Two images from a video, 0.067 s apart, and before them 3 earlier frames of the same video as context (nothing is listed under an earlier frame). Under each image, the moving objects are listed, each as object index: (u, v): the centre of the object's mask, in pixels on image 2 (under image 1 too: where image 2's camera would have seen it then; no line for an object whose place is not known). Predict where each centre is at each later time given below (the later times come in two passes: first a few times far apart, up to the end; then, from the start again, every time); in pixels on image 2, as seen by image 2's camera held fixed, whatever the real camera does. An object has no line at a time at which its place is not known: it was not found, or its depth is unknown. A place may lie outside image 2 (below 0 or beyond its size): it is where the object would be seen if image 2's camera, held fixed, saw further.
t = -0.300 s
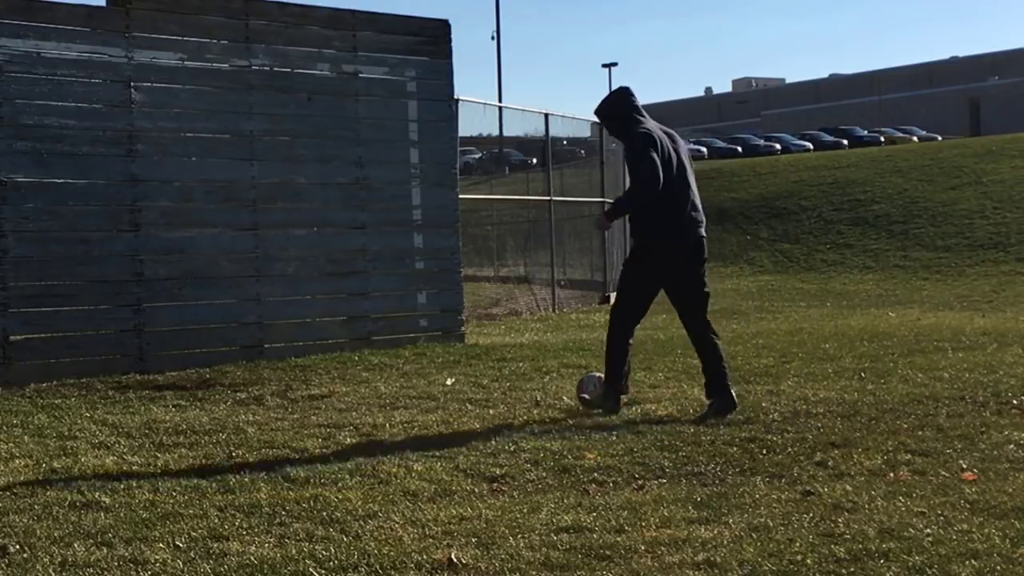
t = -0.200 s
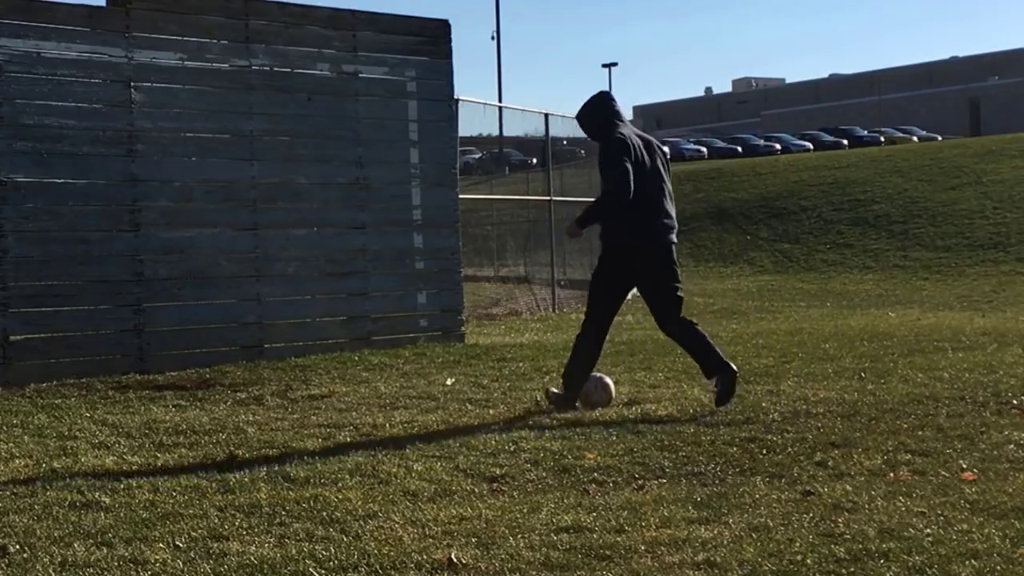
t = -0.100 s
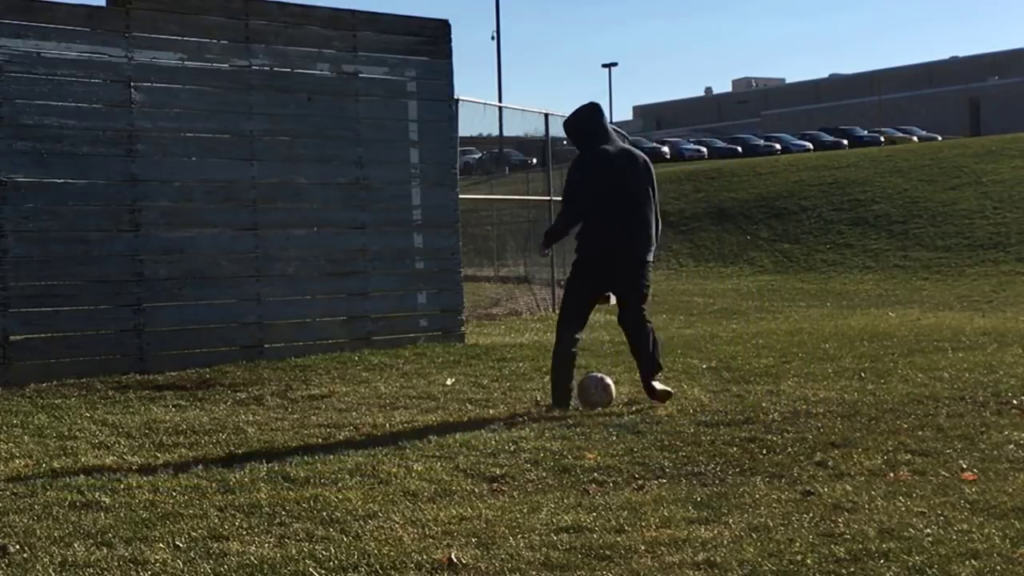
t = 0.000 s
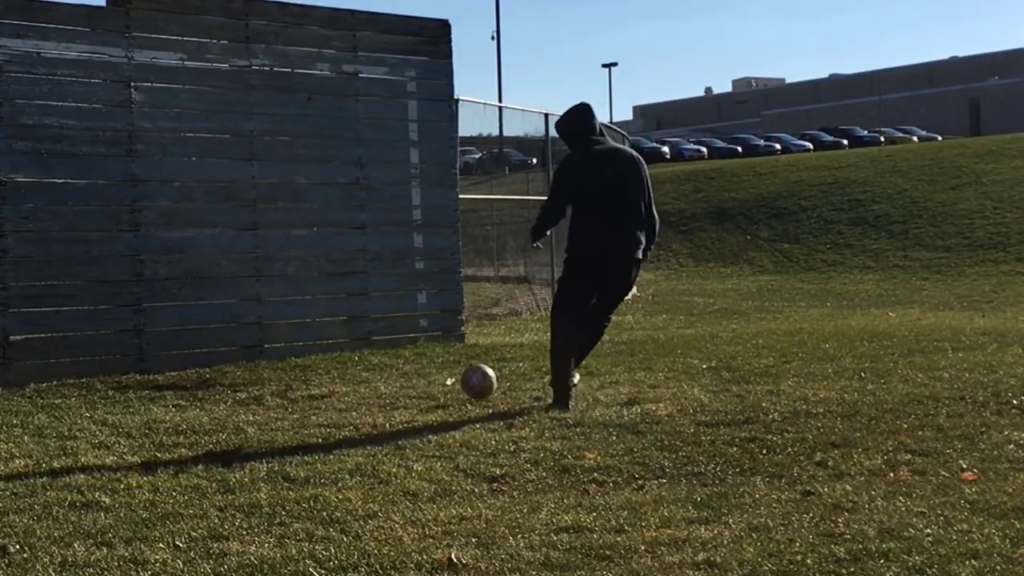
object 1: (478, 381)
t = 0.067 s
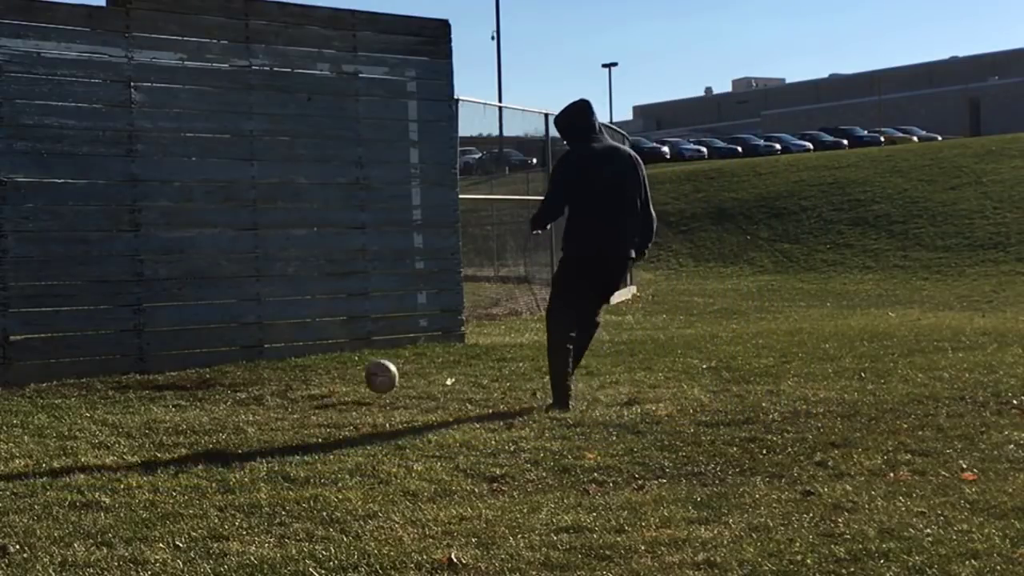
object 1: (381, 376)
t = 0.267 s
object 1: (168, 350)
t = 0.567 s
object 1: (293, 320)
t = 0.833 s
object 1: (505, 388)
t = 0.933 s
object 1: (553, 354)
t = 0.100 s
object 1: (337, 377)
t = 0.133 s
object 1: (295, 379)
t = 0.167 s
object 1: (258, 375)
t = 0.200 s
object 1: (226, 365)
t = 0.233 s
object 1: (197, 358)
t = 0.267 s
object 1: (168, 350)
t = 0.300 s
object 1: (139, 348)
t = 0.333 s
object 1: (141, 342)
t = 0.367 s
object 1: (158, 336)
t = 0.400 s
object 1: (180, 330)
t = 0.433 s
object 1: (202, 325)
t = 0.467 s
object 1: (223, 321)
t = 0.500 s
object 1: (246, 319)
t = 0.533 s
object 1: (269, 319)
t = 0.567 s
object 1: (293, 320)
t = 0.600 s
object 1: (318, 324)
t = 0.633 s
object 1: (344, 328)
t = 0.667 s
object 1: (368, 333)
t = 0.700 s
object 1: (395, 343)
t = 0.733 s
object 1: (422, 353)
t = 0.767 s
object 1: (450, 365)
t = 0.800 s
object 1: (479, 380)
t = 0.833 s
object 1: (505, 388)
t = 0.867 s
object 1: (521, 375)
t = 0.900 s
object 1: (537, 364)
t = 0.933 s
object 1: (553, 354)
